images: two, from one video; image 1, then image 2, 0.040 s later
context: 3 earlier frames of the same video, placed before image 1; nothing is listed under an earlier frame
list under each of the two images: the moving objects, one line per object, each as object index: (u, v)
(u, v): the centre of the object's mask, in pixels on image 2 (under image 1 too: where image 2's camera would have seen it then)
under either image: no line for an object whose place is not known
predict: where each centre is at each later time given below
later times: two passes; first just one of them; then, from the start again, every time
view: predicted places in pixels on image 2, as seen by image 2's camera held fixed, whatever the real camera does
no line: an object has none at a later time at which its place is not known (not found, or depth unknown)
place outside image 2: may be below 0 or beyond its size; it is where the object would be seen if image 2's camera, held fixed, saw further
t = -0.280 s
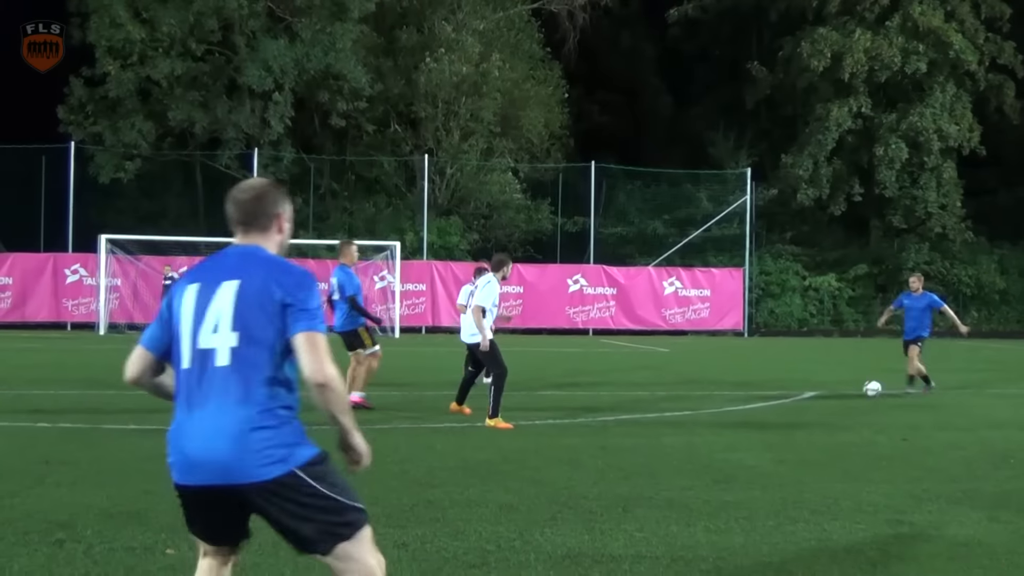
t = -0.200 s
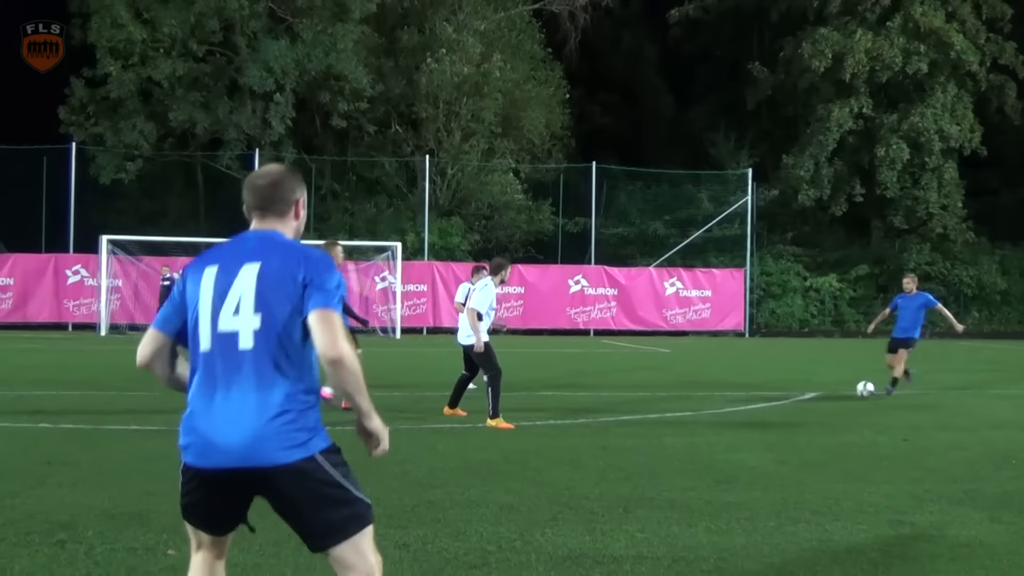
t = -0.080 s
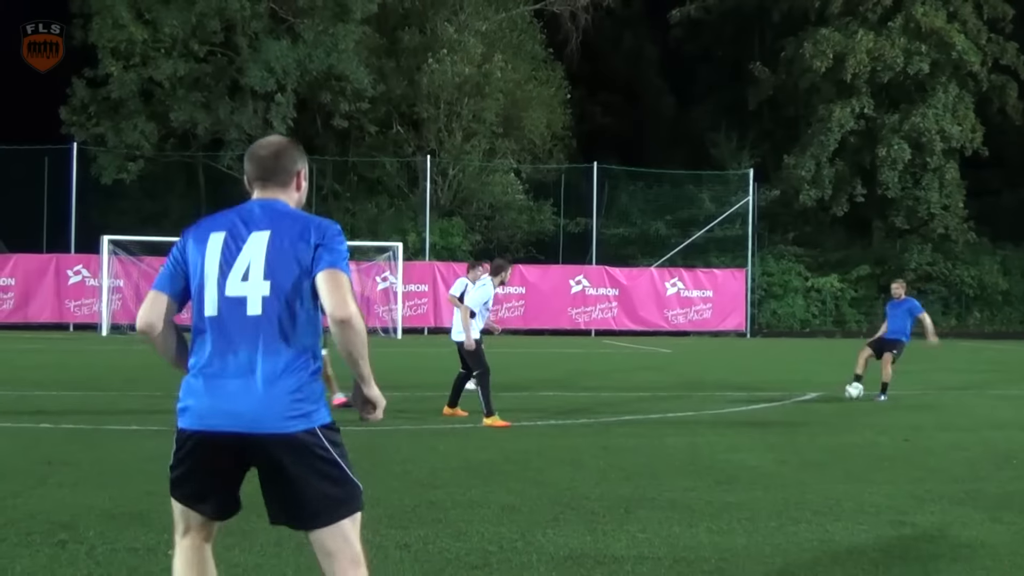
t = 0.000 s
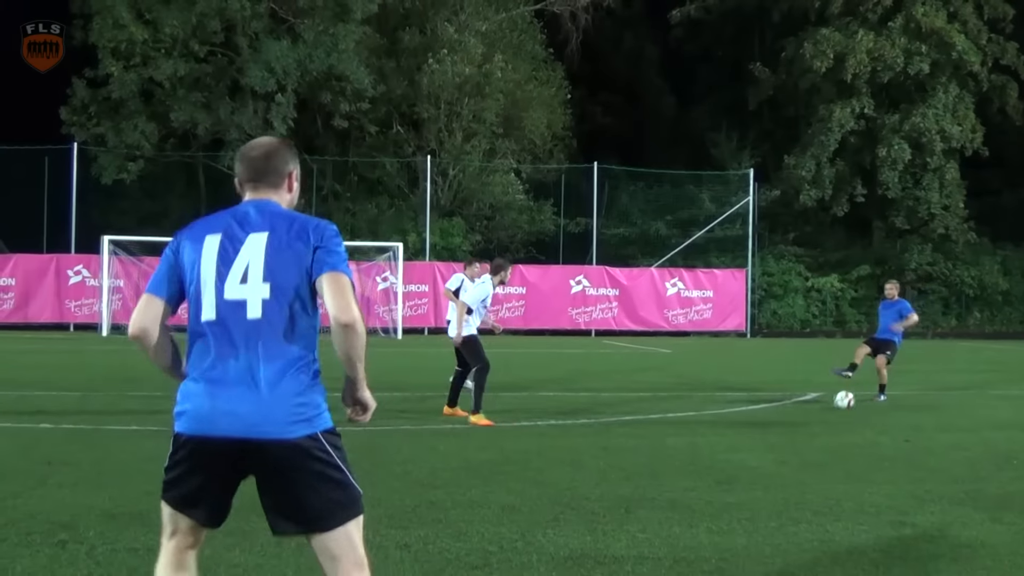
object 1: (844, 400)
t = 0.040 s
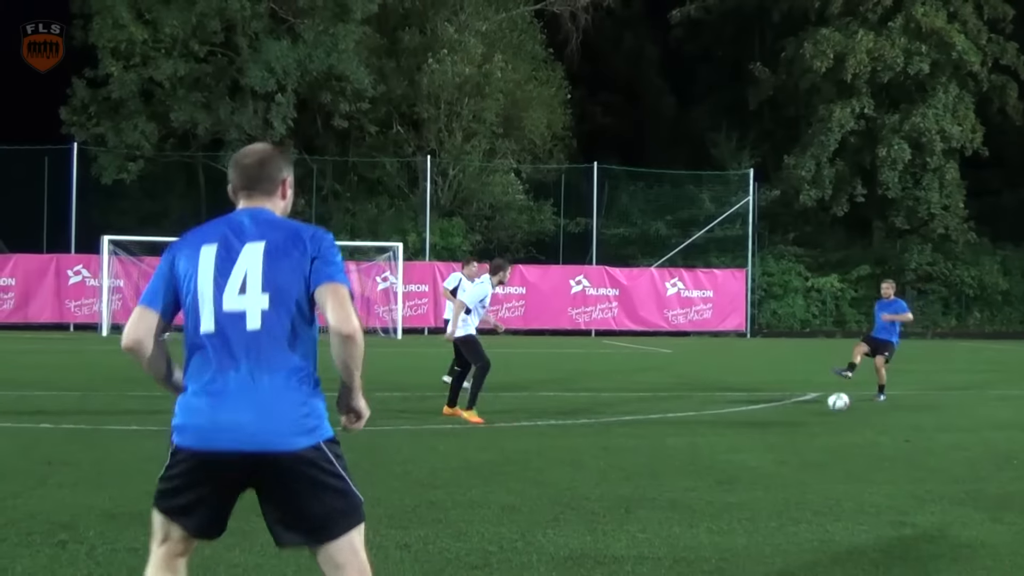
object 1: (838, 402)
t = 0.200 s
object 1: (809, 427)
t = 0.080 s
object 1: (832, 405)
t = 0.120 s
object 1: (826, 410)
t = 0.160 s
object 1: (818, 418)
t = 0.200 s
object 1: (809, 427)
